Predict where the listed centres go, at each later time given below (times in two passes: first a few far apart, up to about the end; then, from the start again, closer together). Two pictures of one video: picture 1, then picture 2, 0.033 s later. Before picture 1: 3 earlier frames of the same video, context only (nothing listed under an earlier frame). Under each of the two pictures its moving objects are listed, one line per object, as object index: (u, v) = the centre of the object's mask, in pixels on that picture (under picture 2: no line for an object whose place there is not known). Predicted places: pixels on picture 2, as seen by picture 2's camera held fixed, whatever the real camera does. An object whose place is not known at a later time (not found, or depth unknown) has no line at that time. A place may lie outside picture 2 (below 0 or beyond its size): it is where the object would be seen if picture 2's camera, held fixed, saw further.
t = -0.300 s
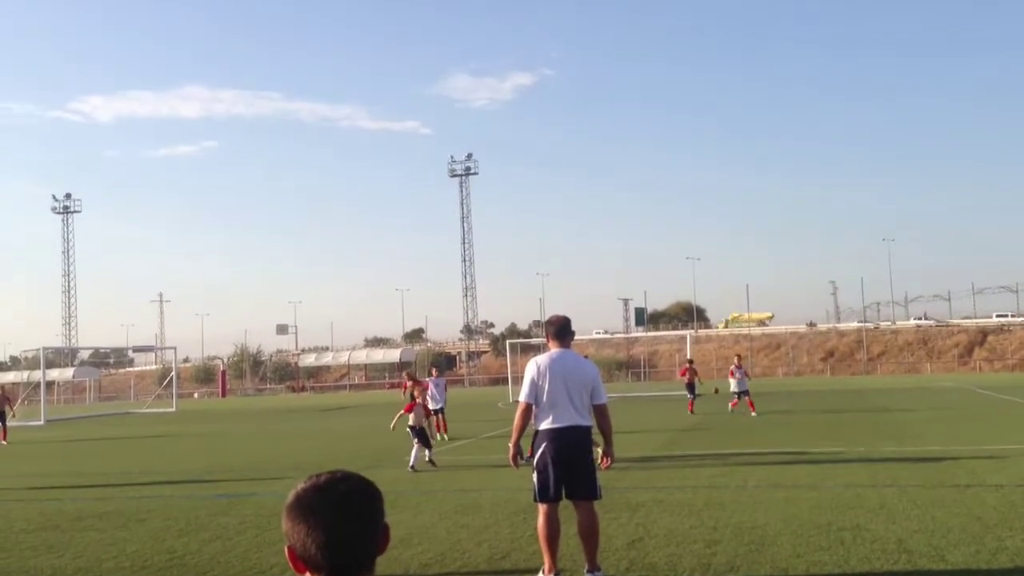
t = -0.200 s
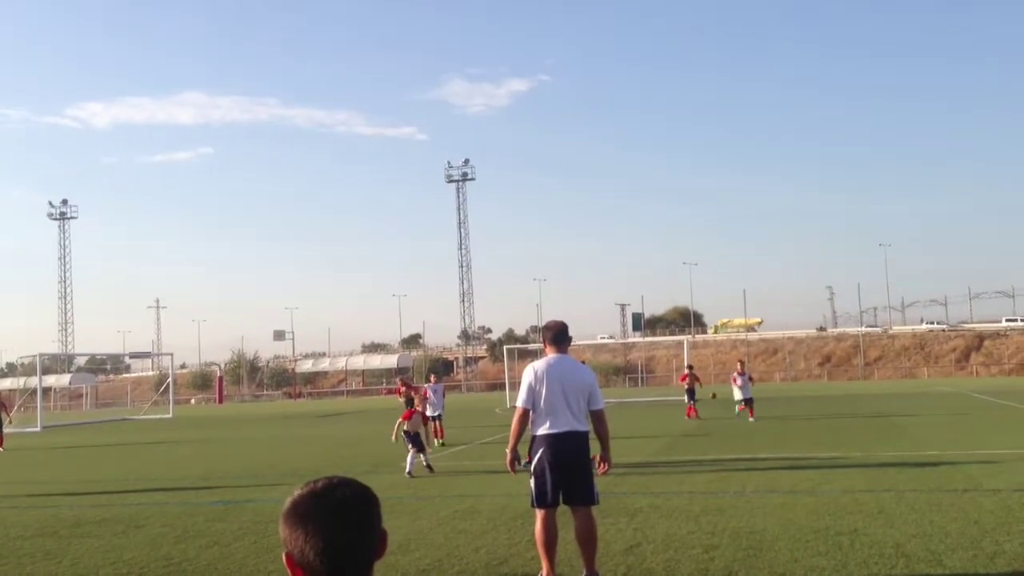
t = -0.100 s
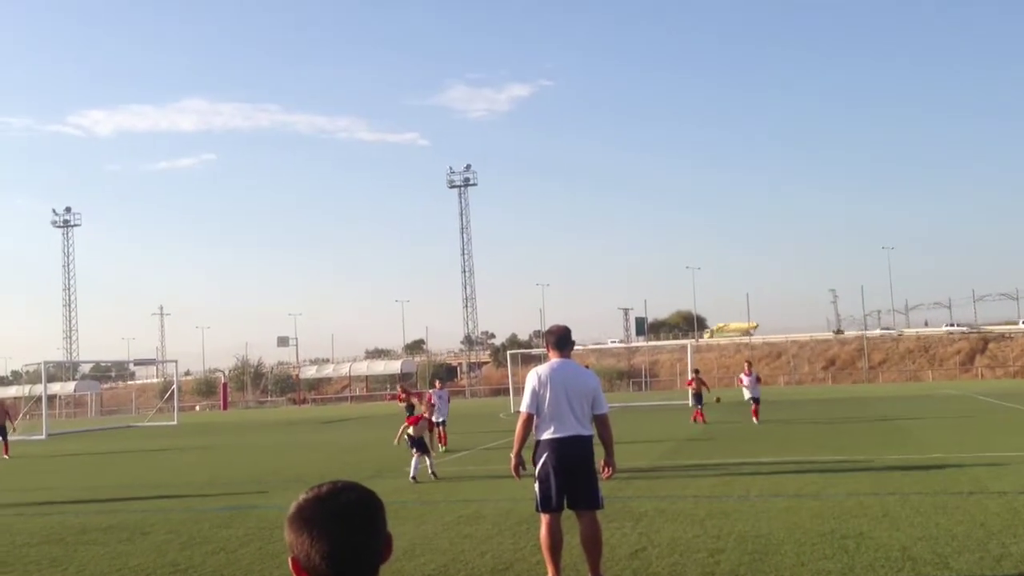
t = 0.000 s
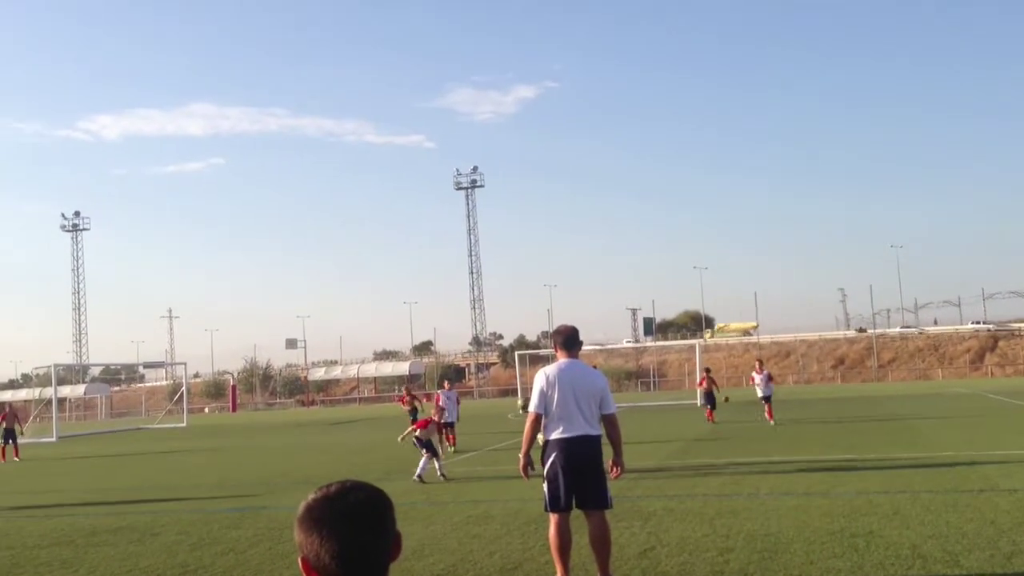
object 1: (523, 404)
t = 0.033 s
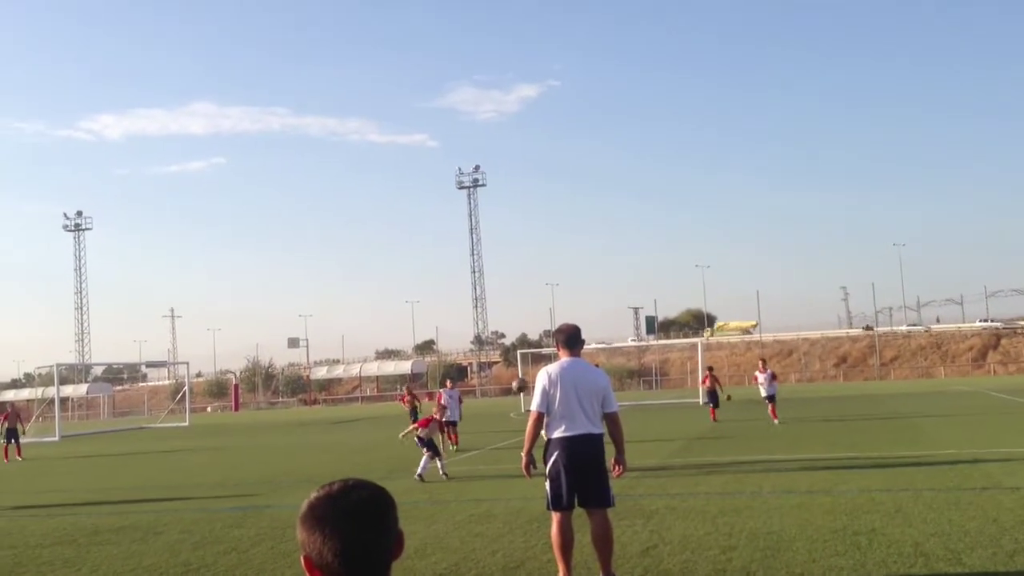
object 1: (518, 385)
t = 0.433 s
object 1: (442, 249)
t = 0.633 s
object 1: (410, 226)
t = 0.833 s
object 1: (381, 231)
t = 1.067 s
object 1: (353, 270)
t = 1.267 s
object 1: (331, 330)
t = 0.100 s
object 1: (511, 346)
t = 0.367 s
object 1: (454, 263)
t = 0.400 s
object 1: (448, 255)
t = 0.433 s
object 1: (442, 249)
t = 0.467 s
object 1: (436, 243)
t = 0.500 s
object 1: (430, 238)
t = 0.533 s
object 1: (425, 234)
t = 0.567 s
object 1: (419, 231)
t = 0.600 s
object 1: (415, 228)
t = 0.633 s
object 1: (410, 226)
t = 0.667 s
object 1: (405, 225)
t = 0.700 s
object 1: (400, 225)
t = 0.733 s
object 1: (395, 226)
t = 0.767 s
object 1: (391, 227)
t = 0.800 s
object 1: (386, 229)
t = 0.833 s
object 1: (381, 231)
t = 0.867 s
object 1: (377, 235)
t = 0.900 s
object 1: (373, 238)
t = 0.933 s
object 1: (369, 243)
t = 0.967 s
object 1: (365, 249)
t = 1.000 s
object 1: (361, 255)
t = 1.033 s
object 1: (357, 262)
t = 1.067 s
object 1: (353, 270)
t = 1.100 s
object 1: (350, 278)
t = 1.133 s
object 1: (345, 287)
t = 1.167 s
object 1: (341, 297)
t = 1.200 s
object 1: (338, 307)
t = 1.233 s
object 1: (335, 318)
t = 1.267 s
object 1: (331, 330)
